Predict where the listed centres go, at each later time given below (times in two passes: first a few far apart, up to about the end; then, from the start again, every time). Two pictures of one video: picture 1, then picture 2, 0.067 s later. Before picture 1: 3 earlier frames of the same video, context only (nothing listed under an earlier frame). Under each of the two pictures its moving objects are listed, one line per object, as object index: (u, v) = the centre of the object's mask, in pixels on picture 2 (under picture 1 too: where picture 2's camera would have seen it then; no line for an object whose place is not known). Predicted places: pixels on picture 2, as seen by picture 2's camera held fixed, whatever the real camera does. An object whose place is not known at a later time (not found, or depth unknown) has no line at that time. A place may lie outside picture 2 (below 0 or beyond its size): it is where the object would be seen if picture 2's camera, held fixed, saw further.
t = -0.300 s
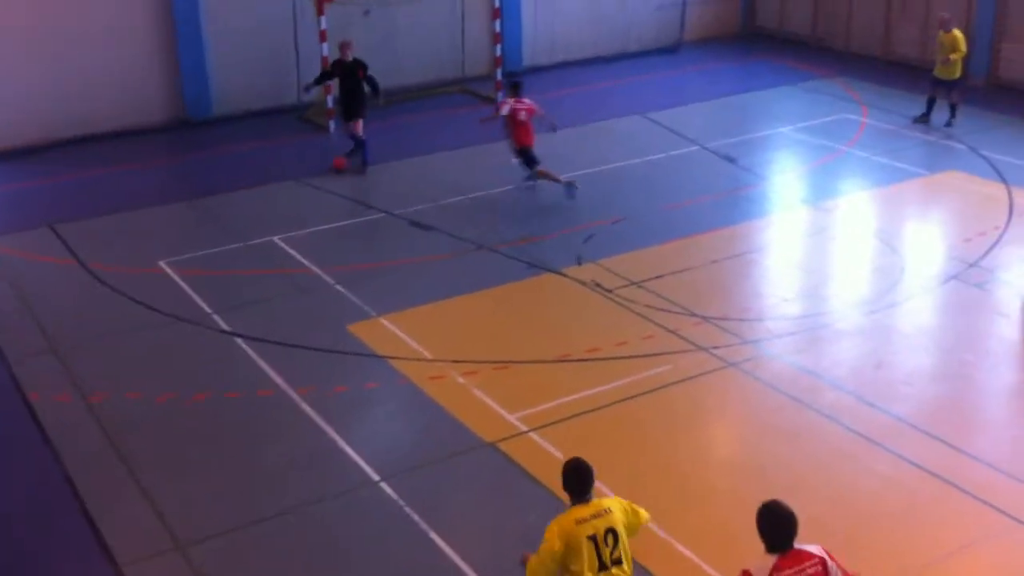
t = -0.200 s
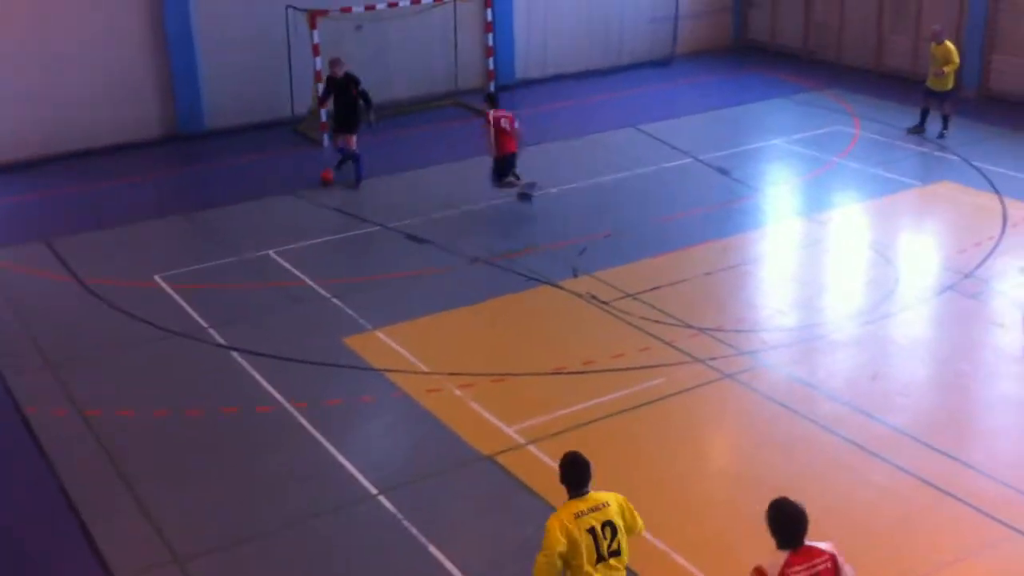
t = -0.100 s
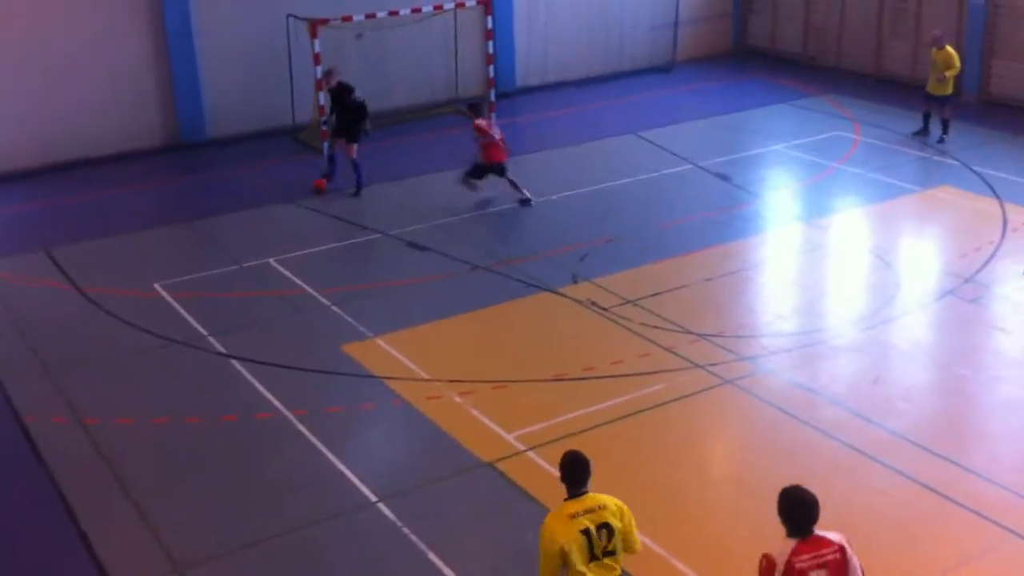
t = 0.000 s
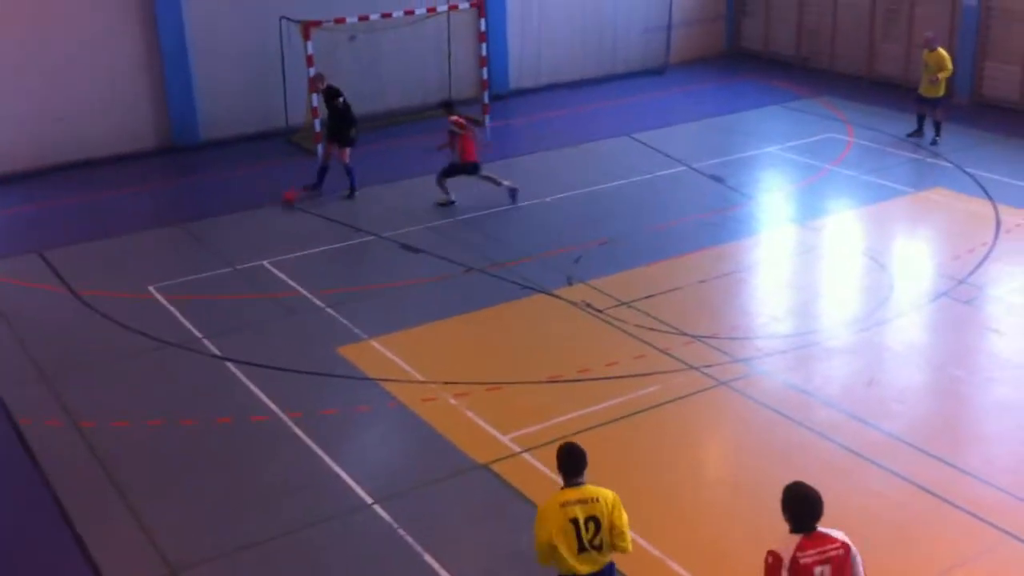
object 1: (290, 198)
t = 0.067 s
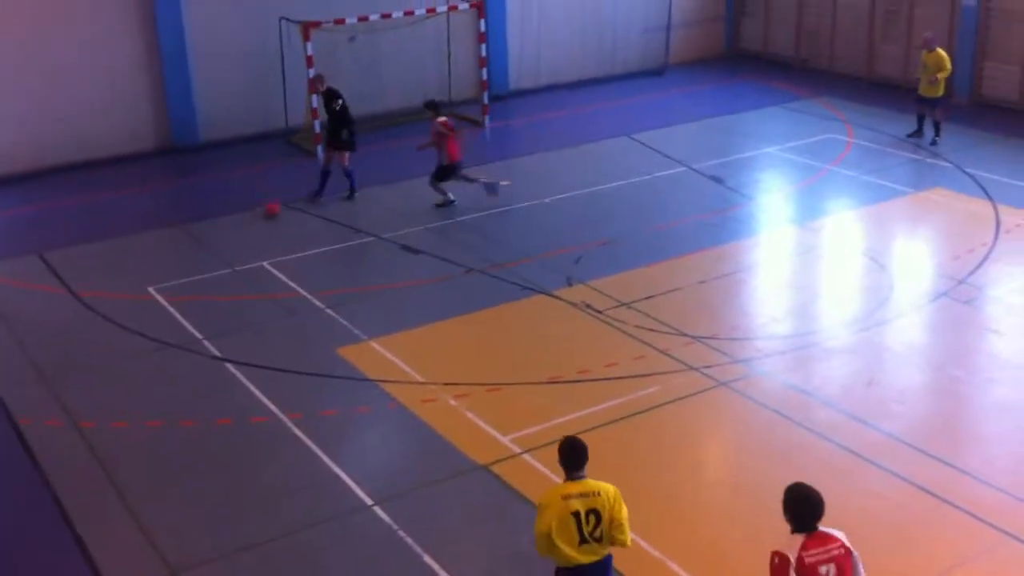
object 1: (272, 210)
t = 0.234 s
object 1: (227, 232)
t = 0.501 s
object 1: (159, 266)
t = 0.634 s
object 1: (126, 281)
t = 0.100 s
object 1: (262, 214)
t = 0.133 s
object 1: (254, 217)
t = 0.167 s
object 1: (244, 223)
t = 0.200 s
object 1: (235, 226)
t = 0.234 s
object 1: (227, 232)
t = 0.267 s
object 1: (218, 236)
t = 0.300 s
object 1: (209, 240)
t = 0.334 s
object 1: (200, 245)
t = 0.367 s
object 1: (191, 249)
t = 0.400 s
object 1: (183, 253)
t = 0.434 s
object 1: (174, 257)
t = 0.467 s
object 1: (168, 262)
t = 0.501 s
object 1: (159, 266)
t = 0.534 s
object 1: (149, 270)
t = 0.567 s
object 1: (143, 274)
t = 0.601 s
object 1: (134, 278)
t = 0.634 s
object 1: (126, 281)
